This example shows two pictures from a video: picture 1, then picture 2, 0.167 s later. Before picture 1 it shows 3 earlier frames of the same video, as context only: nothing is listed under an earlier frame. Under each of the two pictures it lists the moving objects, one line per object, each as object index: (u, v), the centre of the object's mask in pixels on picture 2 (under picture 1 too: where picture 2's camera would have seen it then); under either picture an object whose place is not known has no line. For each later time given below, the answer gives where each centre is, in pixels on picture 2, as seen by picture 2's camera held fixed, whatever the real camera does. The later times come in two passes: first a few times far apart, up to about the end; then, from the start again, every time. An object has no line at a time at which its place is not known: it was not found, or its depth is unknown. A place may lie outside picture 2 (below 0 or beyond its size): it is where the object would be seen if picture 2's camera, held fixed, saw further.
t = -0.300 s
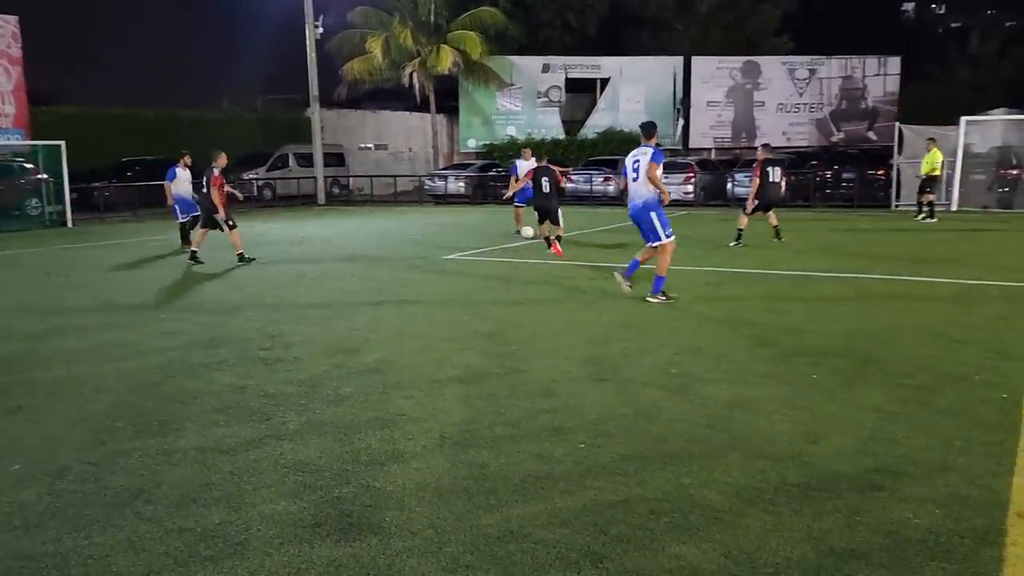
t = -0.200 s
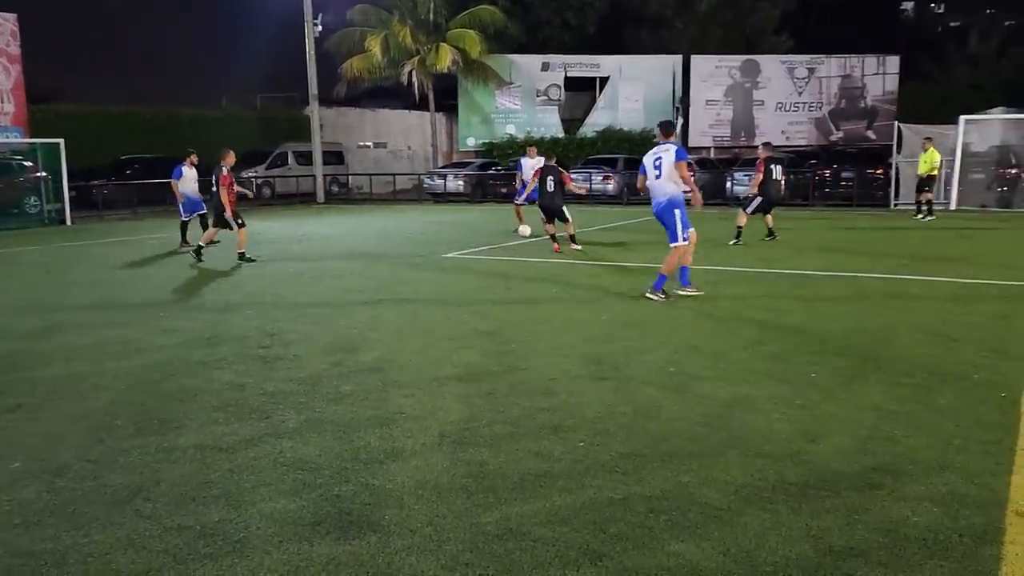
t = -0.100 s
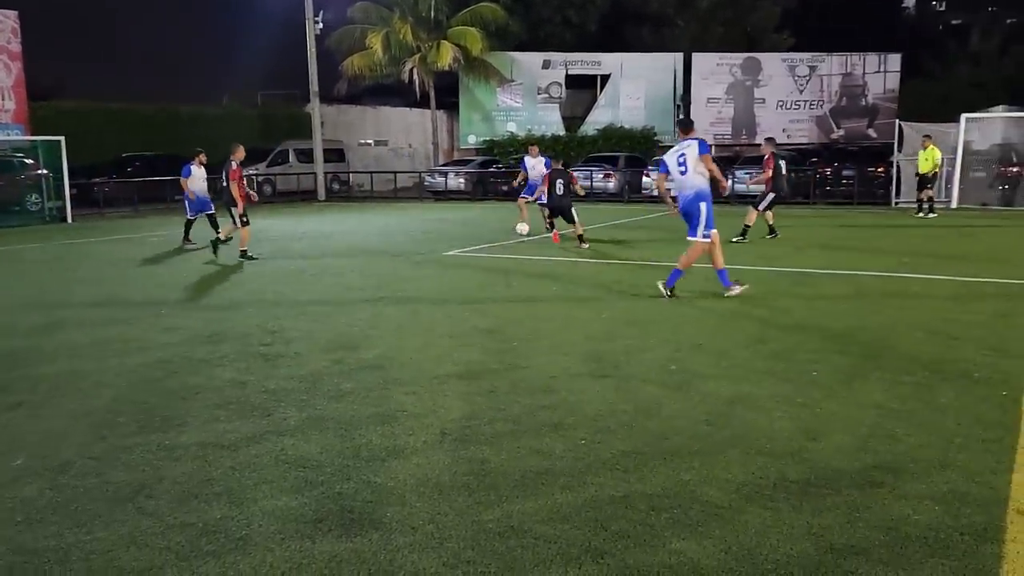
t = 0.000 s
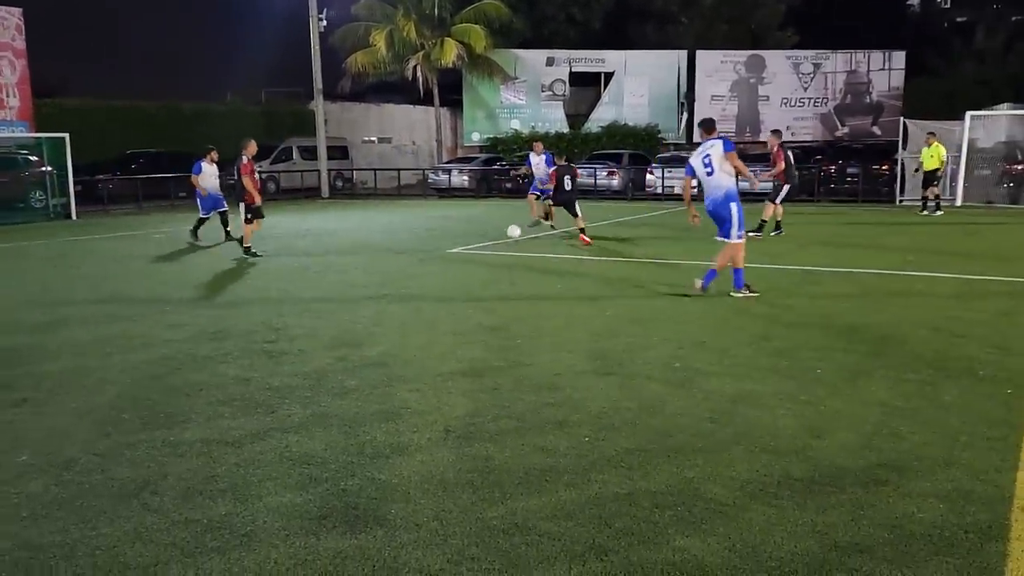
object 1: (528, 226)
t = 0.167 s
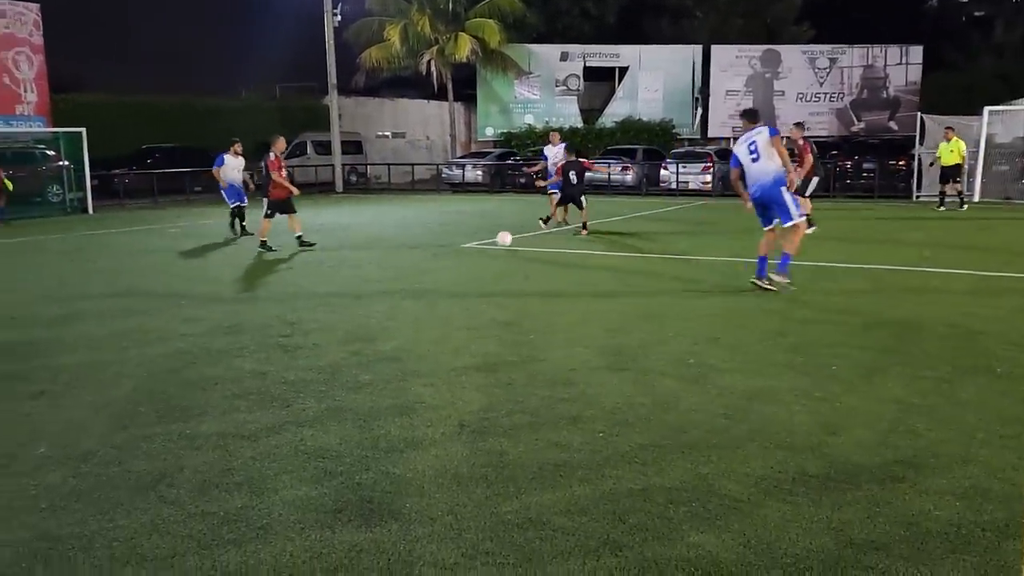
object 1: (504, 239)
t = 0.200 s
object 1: (499, 243)
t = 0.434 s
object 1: (448, 270)
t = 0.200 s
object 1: (499, 243)
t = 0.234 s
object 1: (493, 248)
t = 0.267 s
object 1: (486, 250)
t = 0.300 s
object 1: (479, 252)
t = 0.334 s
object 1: (472, 254)
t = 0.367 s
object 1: (464, 259)
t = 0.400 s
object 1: (457, 263)
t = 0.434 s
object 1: (448, 270)
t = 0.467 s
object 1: (440, 272)
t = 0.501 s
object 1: (431, 275)
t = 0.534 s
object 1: (422, 279)
